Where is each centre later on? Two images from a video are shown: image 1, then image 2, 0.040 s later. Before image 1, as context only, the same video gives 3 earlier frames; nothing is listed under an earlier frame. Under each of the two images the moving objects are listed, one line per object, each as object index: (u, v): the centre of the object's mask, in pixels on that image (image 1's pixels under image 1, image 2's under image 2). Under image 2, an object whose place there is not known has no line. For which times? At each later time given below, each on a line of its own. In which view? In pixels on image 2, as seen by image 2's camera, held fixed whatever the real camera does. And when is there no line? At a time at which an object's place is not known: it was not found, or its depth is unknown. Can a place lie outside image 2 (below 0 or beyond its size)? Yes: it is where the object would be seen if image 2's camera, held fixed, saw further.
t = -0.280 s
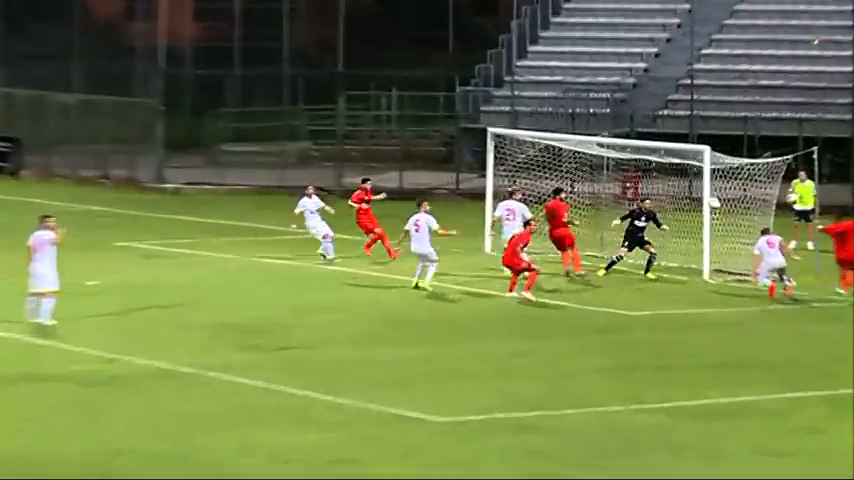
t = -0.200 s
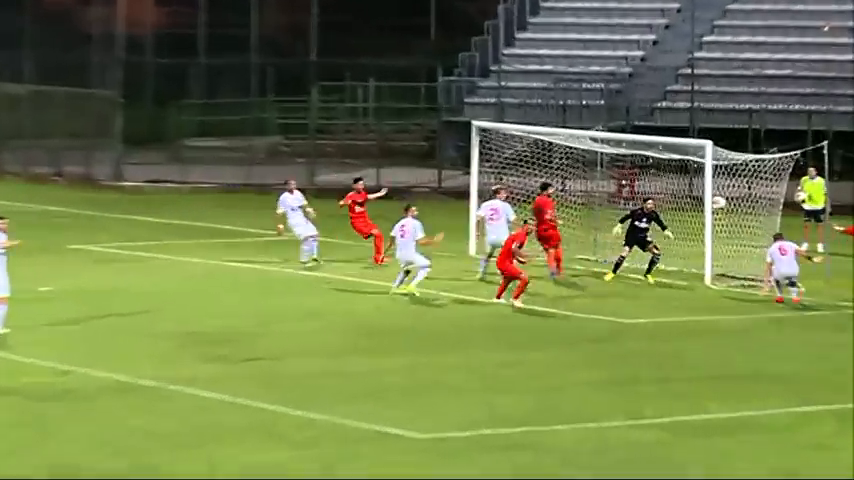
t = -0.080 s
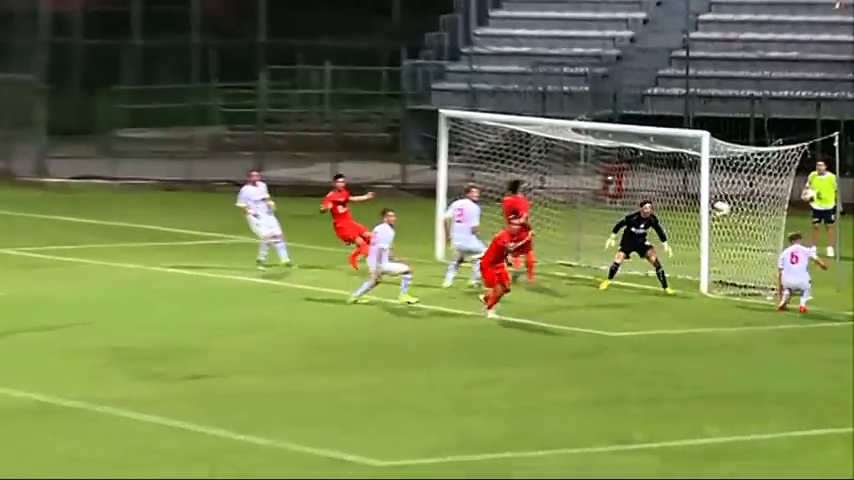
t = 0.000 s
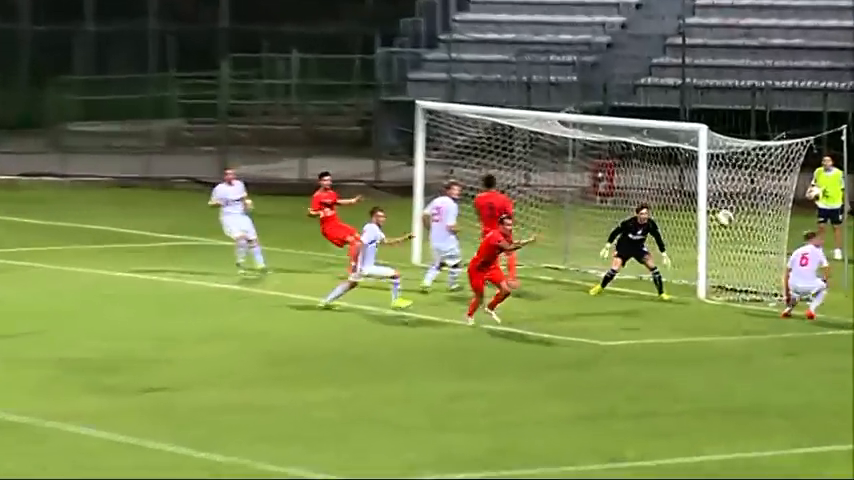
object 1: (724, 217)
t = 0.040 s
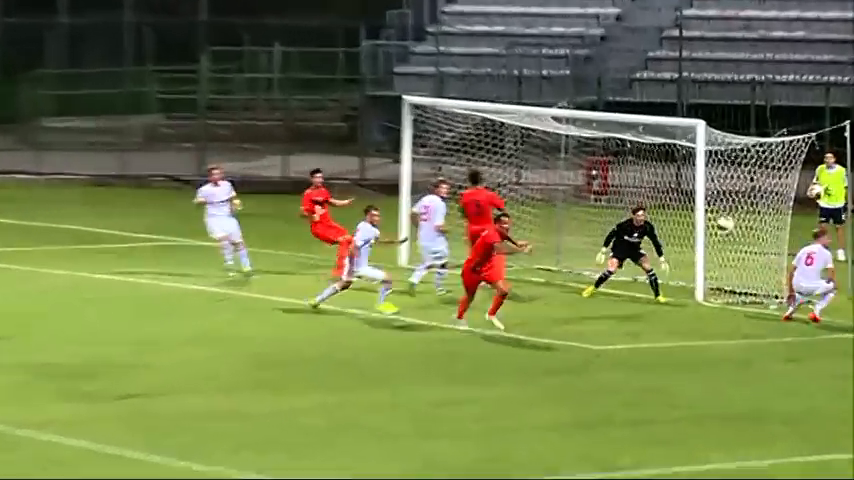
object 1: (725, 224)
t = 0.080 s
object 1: (727, 234)
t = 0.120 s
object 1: (731, 242)
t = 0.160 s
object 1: (732, 254)
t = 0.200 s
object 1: (731, 267)
